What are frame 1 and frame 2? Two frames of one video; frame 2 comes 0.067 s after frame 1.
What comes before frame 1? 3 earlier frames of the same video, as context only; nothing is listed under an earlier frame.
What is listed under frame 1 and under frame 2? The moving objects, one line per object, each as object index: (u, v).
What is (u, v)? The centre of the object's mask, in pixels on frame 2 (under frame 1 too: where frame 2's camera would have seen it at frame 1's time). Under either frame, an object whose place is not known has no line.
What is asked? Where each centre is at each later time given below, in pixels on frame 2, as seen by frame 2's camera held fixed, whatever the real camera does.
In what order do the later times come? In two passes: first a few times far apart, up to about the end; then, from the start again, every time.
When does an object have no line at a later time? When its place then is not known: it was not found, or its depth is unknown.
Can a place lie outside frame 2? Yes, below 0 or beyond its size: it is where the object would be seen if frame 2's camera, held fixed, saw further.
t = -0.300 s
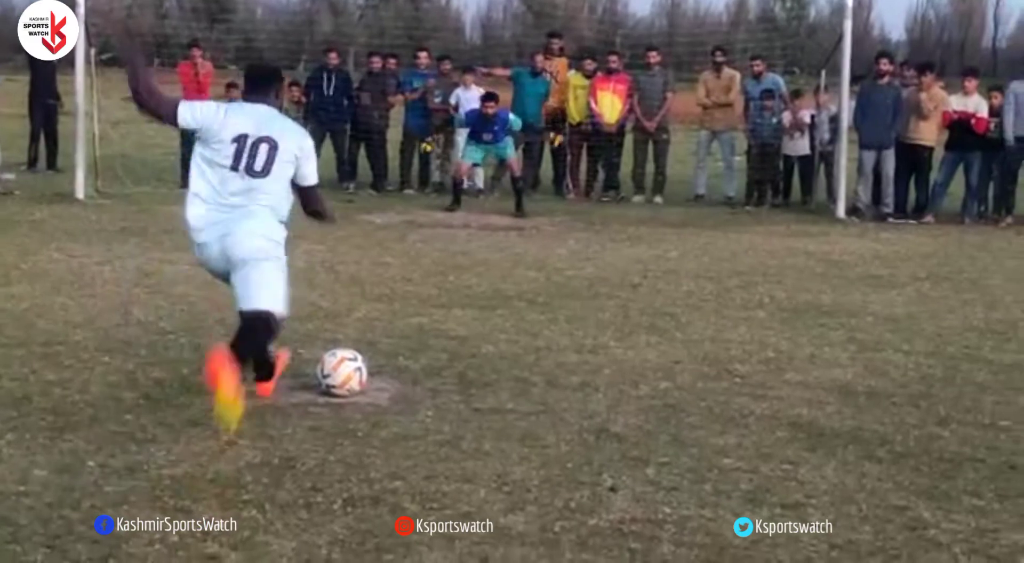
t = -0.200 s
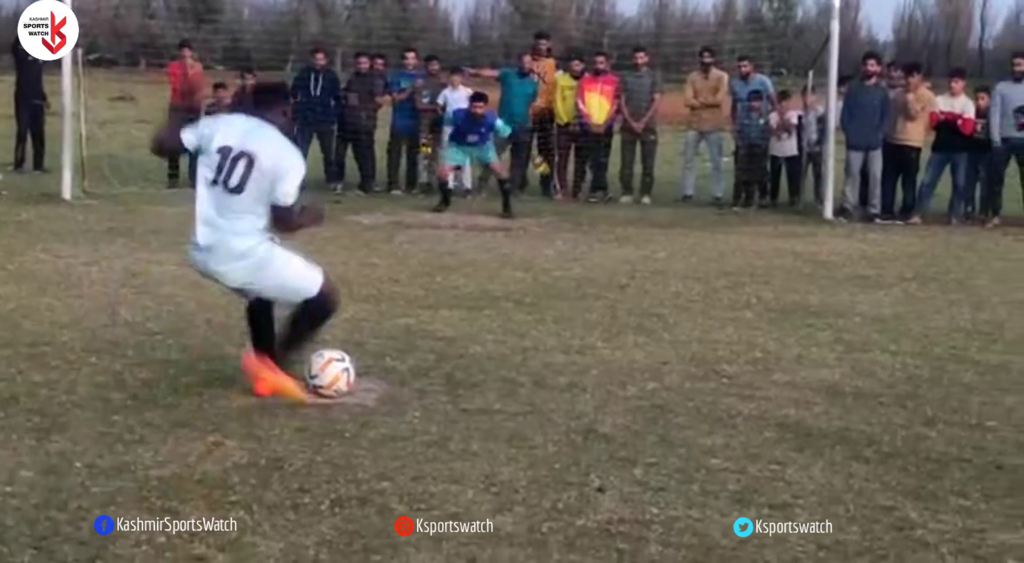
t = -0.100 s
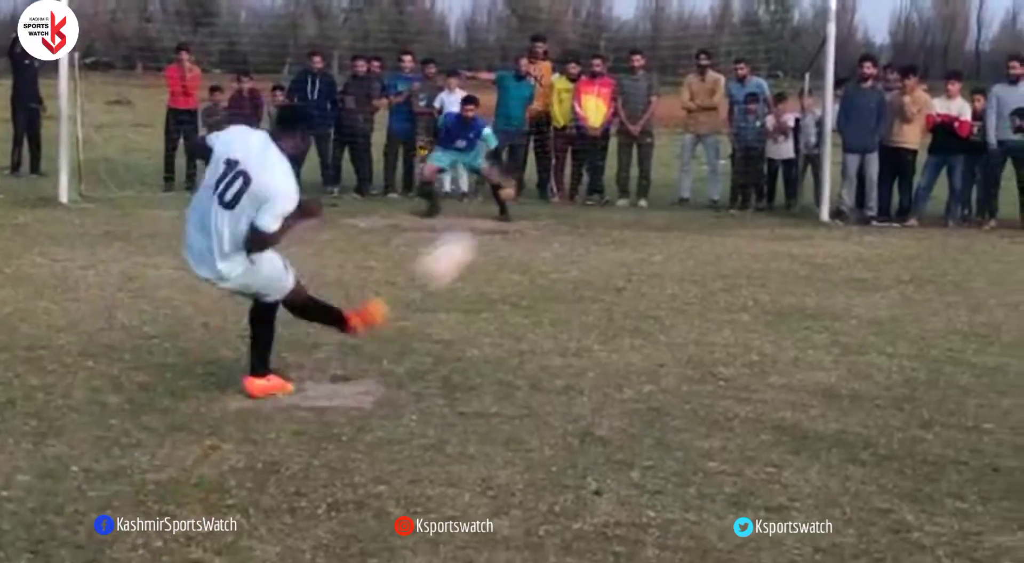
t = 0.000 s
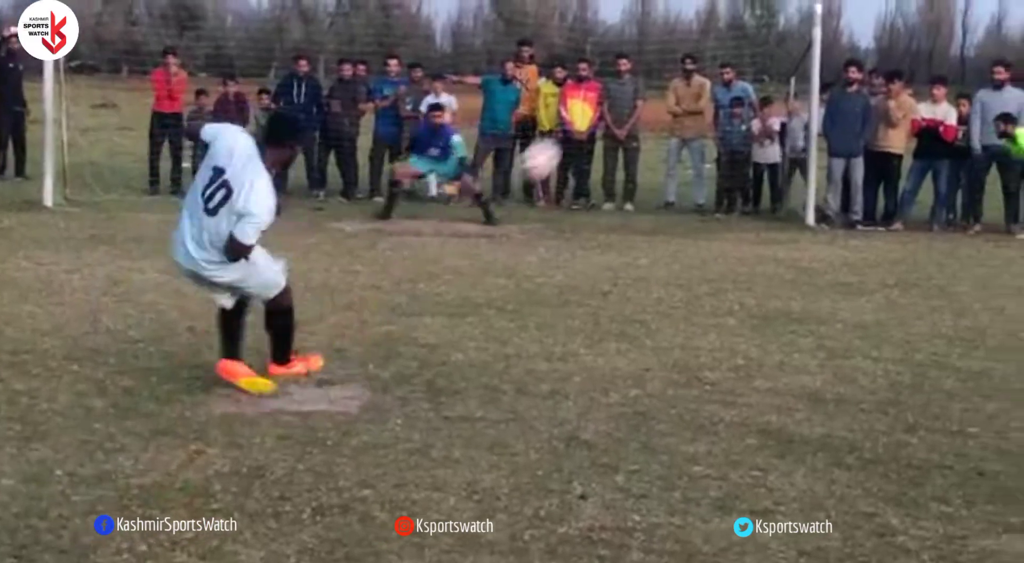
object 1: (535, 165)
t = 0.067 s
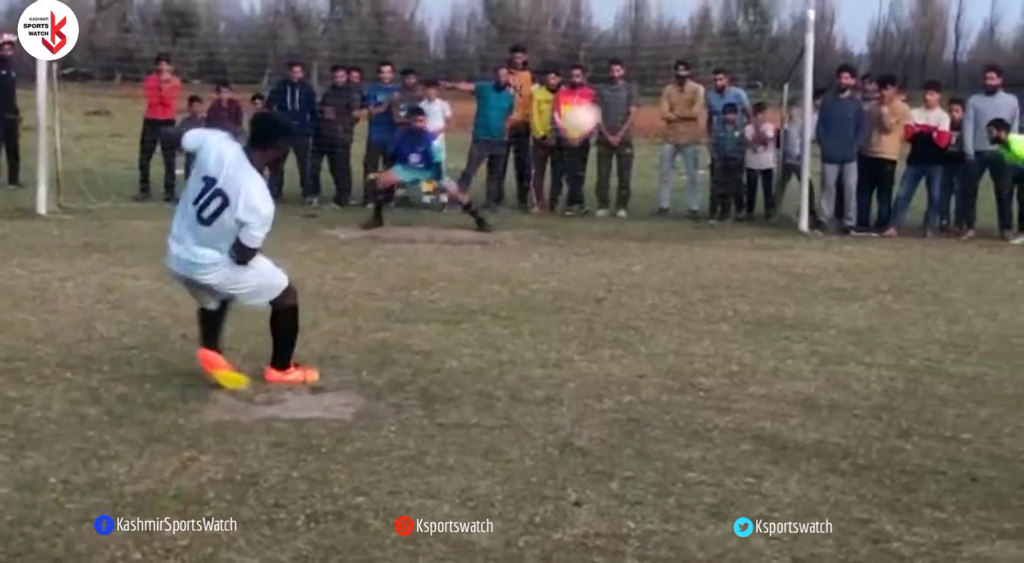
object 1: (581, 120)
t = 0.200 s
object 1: (651, 63)
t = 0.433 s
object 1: (709, 29)
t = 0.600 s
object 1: (730, 107)
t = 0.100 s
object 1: (604, 102)
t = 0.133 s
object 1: (621, 88)
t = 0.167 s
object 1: (638, 74)
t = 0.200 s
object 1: (651, 63)
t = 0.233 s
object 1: (662, 54)
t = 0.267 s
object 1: (673, 48)
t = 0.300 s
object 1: (682, 42)
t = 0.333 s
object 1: (690, 37)
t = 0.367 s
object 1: (697, 34)
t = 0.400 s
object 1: (703, 30)
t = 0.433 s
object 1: (709, 29)
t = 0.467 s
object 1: (714, 32)
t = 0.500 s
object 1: (719, 41)
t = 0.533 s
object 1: (723, 60)
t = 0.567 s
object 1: (727, 83)
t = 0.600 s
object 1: (730, 107)
